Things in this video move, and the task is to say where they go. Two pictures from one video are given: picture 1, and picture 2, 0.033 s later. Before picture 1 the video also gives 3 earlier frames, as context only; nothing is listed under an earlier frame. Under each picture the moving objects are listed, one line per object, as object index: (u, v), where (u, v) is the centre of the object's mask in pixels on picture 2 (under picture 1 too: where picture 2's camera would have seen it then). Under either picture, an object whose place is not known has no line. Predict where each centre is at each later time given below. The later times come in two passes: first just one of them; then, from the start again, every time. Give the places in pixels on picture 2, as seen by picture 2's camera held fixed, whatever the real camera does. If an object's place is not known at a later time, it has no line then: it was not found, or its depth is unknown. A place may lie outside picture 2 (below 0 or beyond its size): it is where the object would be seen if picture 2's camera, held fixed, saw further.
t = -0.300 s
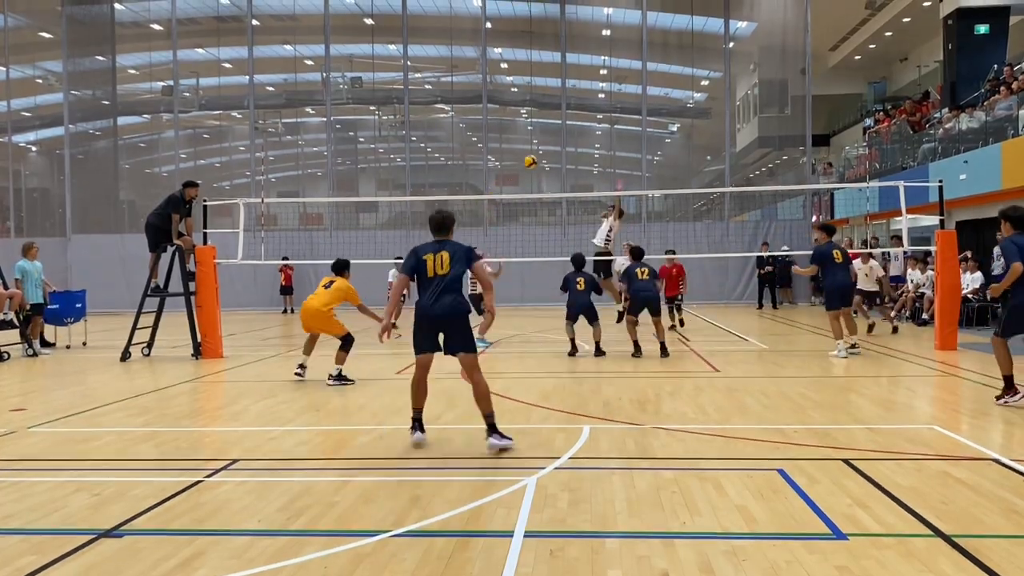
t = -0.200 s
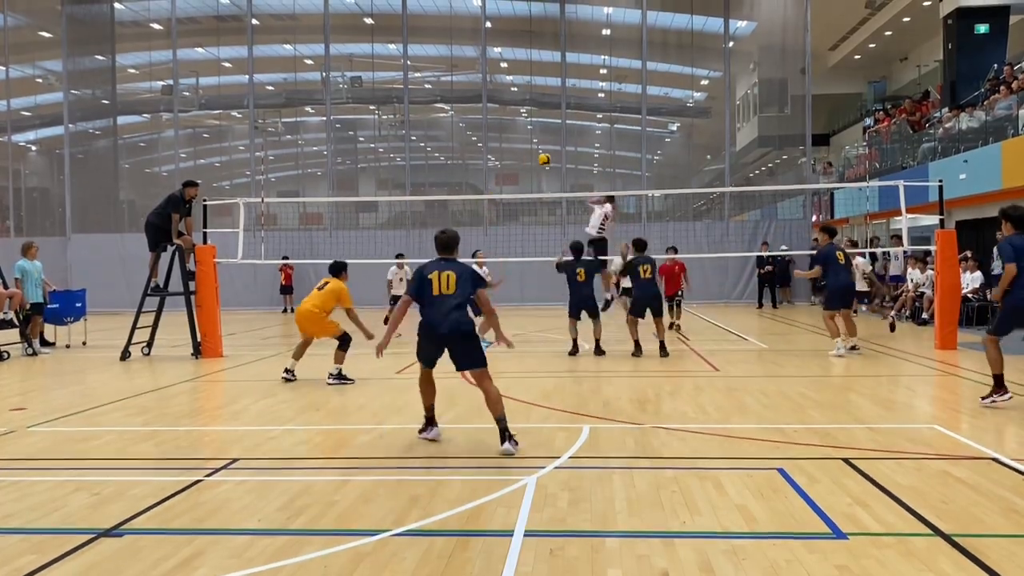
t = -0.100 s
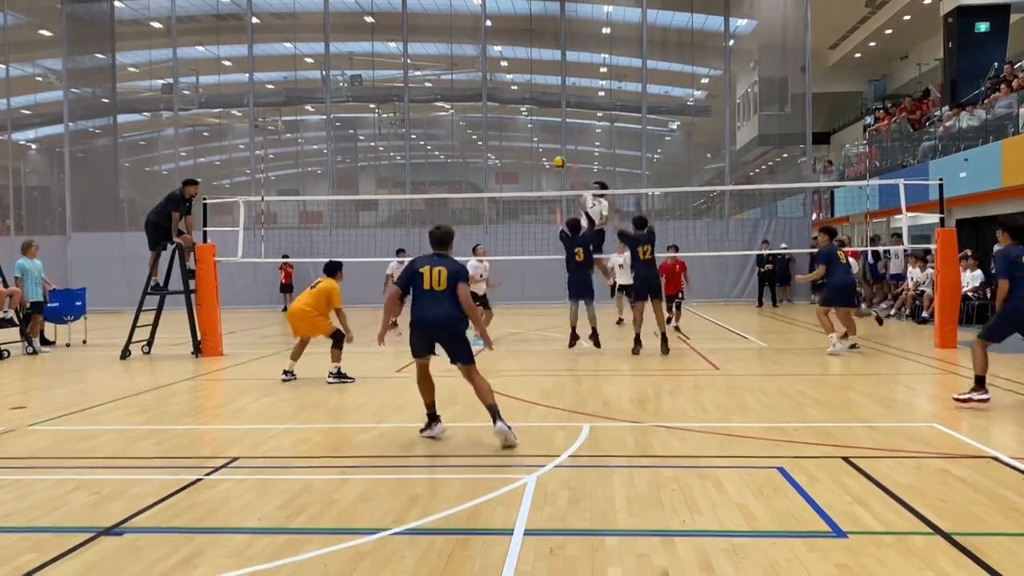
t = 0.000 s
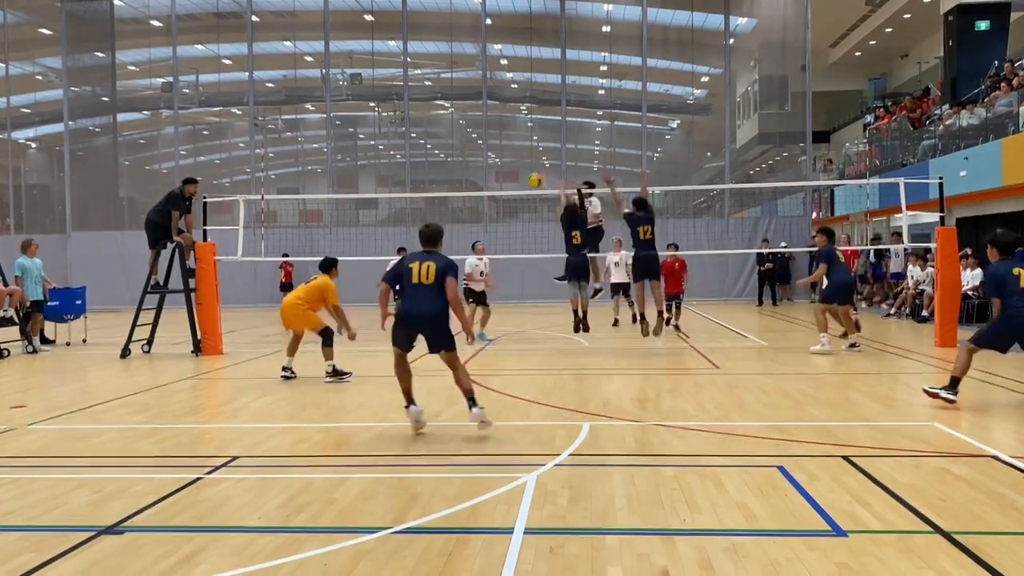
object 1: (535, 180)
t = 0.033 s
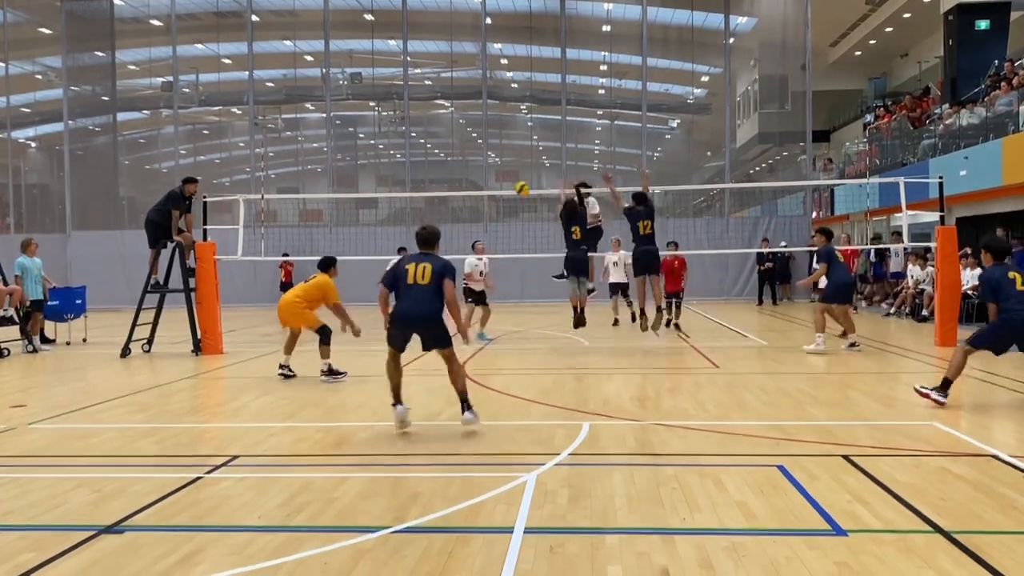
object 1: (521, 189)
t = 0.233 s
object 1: (431, 288)
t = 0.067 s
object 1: (508, 200)
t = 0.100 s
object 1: (495, 213)
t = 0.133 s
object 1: (480, 228)
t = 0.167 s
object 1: (465, 247)
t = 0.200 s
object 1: (447, 266)
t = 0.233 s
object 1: (431, 288)
